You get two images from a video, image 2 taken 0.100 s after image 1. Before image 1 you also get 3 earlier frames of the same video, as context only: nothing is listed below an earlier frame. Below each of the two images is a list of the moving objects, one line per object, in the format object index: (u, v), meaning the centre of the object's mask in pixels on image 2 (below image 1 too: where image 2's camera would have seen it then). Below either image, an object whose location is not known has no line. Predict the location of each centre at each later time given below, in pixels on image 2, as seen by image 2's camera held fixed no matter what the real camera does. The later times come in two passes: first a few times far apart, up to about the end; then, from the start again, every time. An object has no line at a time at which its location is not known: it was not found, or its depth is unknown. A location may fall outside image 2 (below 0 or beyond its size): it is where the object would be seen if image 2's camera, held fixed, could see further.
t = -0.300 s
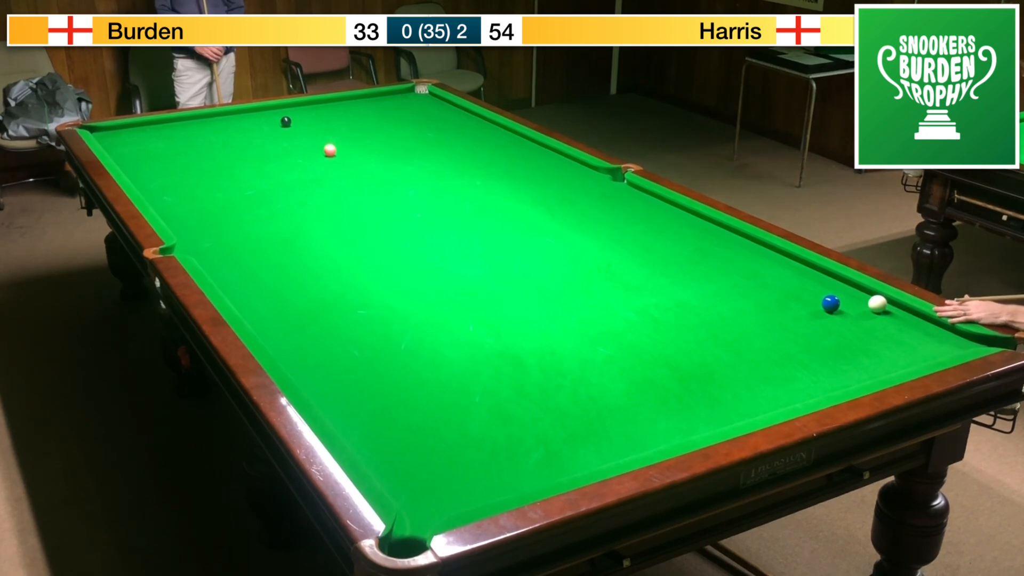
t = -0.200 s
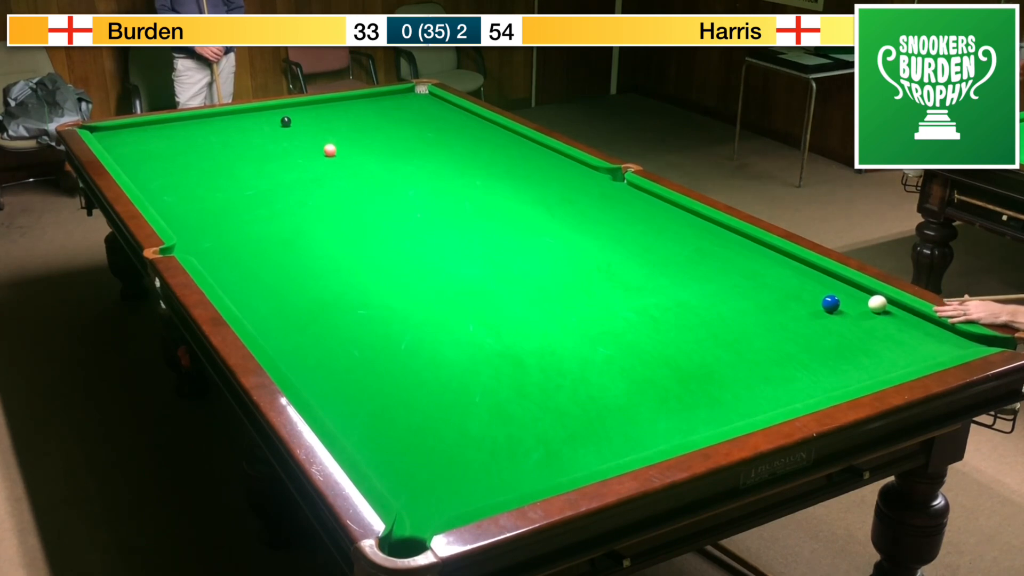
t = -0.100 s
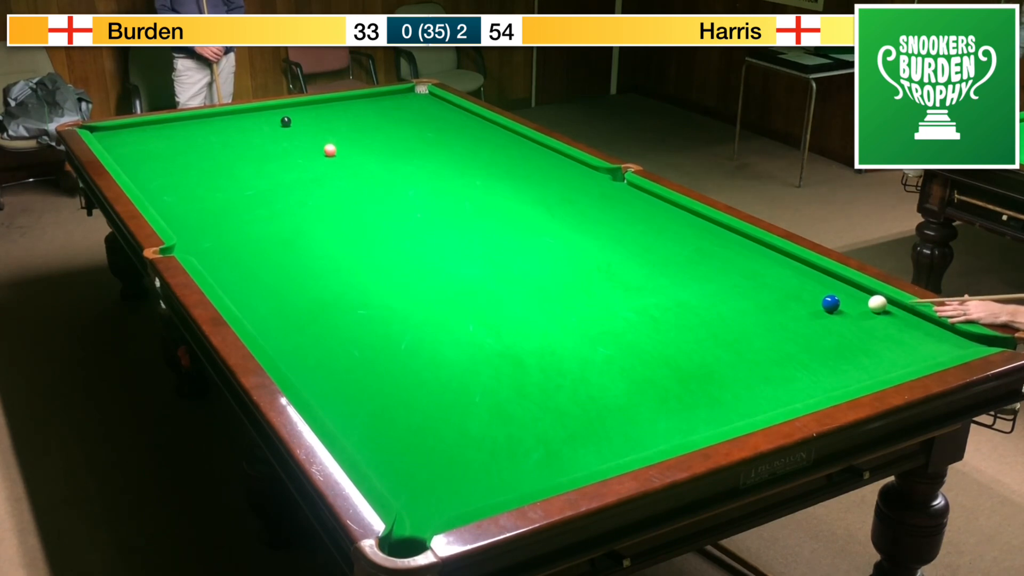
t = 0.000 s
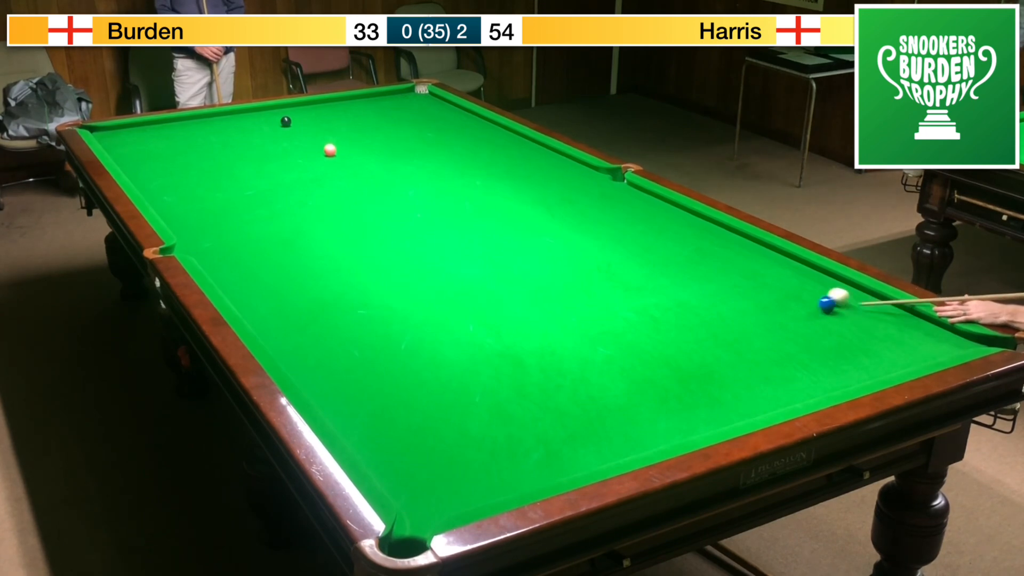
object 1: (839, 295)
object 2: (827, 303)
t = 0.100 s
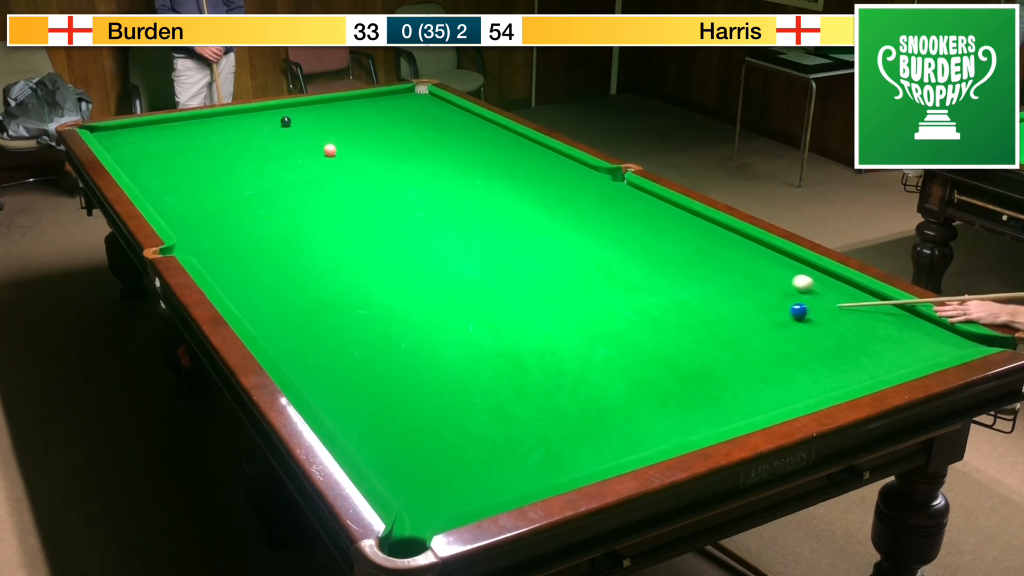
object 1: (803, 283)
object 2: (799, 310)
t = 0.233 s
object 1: (758, 268)
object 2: (767, 318)
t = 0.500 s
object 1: (678, 242)
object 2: (705, 333)
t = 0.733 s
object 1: (617, 222)
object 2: (650, 346)
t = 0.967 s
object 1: (564, 205)
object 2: (595, 359)
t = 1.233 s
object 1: (509, 187)
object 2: (532, 374)
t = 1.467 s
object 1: (467, 173)
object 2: (478, 386)
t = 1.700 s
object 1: (429, 161)
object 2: (423, 400)
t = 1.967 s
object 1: (389, 148)
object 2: (360, 416)
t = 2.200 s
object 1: (358, 138)
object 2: (357, 415)
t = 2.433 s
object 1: (329, 128)
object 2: (387, 407)
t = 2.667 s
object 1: (302, 120)
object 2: (413, 399)
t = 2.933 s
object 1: (274, 111)
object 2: (440, 391)
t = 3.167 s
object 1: (265, 111)
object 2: (459, 385)
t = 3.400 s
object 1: (266, 118)
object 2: (477, 379)
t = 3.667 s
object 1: (267, 125)
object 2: (493, 374)
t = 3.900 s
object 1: (268, 131)
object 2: (504, 370)
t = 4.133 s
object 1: (269, 138)
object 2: (513, 366)
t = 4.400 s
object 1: (270, 144)
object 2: (521, 363)
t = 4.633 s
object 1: (271, 150)
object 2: (525, 361)
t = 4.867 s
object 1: (271, 155)
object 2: (528, 361)
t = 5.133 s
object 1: (271, 161)
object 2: (529, 360)
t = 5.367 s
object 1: (271, 166)
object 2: (529, 360)
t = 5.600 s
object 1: (271, 171)
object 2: (529, 360)
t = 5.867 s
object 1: (271, 175)
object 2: (529, 360)
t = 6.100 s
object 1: (270, 178)
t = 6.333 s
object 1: (270, 182)
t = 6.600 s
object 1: (269, 184)
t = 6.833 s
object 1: (268, 186)
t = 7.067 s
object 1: (267, 188)
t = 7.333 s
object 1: (265, 189)
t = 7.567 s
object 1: (264, 190)
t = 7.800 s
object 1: (265, 190)
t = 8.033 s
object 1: (265, 190)
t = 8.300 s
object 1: (265, 190)
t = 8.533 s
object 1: (265, 190)
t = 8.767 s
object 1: (265, 190)
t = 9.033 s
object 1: (265, 190)
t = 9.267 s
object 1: (265, 190)
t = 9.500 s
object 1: (265, 190)
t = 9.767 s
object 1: (265, 190)
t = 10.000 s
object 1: (265, 189)
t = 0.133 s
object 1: (791, 279)
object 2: (791, 312)
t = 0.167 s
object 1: (780, 275)
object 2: (782, 314)
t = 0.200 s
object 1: (769, 272)
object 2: (775, 316)
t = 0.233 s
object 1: (758, 268)
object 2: (767, 318)
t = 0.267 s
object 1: (747, 264)
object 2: (760, 320)
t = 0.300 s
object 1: (737, 261)
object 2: (752, 322)
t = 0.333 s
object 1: (726, 258)
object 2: (744, 324)
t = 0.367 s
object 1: (716, 254)
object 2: (736, 326)
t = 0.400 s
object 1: (707, 251)
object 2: (728, 327)
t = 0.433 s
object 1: (697, 248)
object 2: (720, 329)
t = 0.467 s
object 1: (687, 245)
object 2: (713, 331)
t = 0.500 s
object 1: (678, 242)
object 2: (705, 333)
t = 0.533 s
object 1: (669, 239)
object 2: (697, 335)
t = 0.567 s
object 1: (660, 236)
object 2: (689, 337)
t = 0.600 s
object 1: (651, 233)
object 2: (681, 338)
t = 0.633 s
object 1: (642, 230)
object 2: (674, 340)
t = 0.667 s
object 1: (634, 227)
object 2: (666, 342)
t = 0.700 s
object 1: (625, 225)
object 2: (658, 344)
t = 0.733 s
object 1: (617, 222)
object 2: (650, 346)
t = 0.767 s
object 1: (609, 219)
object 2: (642, 348)
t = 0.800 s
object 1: (601, 217)
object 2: (634, 350)
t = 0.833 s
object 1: (593, 215)
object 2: (626, 352)
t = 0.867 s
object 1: (586, 212)
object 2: (619, 354)
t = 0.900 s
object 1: (578, 210)
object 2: (611, 355)
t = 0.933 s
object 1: (571, 207)
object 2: (603, 357)
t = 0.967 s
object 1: (564, 205)
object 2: (595, 359)
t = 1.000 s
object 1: (556, 202)
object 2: (587, 361)
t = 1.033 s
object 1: (549, 200)
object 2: (579, 363)
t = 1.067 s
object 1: (542, 198)
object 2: (571, 365)
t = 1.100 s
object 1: (536, 196)
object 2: (563, 367)
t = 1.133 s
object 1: (529, 194)
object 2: (555, 369)
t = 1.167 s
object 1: (522, 191)
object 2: (548, 370)
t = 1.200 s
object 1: (516, 190)
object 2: (540, 372)
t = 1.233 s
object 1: (509, 187)
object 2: (532, 374)
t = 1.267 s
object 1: (503, 185)
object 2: (524, 377)
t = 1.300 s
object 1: (497, 183)
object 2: (516, 378)
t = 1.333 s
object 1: (491, 181)
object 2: (509, 379)
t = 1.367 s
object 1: (485, 179)
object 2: (501, 381)
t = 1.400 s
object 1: (479, 177)
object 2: (493, 384)
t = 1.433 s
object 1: (473, 175)
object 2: (485, 385)
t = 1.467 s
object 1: (467, 173)
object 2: (478, 386)
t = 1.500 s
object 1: (461, 171)
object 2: (470, 389)
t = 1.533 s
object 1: (456, 170)
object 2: (462, 391)
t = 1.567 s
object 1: (450, 168)
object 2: (454, 393)
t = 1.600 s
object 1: (445, 166)
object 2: (446, 395)
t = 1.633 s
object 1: (439, 165)
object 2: (439, 397)
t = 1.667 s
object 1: (434, 163)
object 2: (431, 399)
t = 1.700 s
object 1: (429, 161)
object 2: (423, 400)
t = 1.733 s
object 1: (424, 159)
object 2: (415, 402)
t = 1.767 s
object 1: (418, 158)
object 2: (407, 404)
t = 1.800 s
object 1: (414, 156)
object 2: (399, 406)
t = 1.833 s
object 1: (409, 154)
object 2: (391, 408)
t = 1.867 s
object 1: (404, 153)
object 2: (384, 410)
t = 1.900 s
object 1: (399, 151)
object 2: (376, 412)
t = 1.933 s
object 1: (394, 149)
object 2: (368, 414)
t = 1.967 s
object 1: (389, 148)
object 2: (360, 416)
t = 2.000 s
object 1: (385, 146)
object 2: (352, 417)
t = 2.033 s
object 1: (380, 145)
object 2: (345, 419)
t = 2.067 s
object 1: (375, 143)
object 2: (338, 420)
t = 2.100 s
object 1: (371, 142)
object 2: (343, 419)
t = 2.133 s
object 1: (366, 141)
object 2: (348, 418)
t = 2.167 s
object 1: (362, 139)
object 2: (353, 417)
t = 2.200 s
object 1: (358, 138)
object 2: (357, 415)
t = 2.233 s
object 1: (354, 136)
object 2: (362, 414)
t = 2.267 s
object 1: (349, 135)
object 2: (366, 413)
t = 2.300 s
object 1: (345, 134)
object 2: (371, 411)
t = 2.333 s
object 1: (341, 132)
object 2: (375, 410)
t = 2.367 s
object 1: (337, 131)
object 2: (379, 409)
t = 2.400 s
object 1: (333, 130)
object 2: (383, 408)
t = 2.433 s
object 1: (329, 128)
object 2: (387, 407)
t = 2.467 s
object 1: (325, 127)
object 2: (391, 406)
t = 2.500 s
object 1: (321, 126)
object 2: (395, 404)
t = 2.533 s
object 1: (317, 125)
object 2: (399, 403)
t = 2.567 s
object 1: (313, 123)
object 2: (402, 402)
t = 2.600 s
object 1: (309, 122)
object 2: (406, 401)
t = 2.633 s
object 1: (306, 121)
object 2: (410, 400)
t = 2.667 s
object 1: (302, 120)
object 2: (413, 399)
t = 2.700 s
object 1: (298, 119)
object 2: (417, 398)
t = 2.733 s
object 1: (295, 118)
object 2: (420, 397)
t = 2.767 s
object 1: (292, 116)
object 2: (424, 396)
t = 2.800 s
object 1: (288, 114)
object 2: (427, 395)
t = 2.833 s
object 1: (284, 113)
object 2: (430, 394)
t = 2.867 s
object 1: (281, 113)
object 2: (433, 393)
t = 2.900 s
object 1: (278, 112)
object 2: (436, 392)
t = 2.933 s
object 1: (274, 111)
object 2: (440, 391)
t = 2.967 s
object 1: (271, 110)
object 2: (443, 390)
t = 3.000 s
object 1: (268, 109)
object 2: (446, 389)
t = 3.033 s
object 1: (265, 108)
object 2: (448, 388)
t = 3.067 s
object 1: (264, 108)
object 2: (451, 387)
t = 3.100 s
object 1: (264, 109)
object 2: (454, 386)
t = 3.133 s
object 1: (265, 110)
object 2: (457, 386)
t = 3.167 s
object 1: (265, 111)
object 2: (459, 385)
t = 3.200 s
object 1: (265, 112)
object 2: (462, 384)
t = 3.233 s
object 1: (265, 113)
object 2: (465, 383)
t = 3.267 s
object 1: (266, 114)
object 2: (467, 382)
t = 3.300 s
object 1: (266, 115)
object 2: (470, 381)
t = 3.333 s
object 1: (266, 116)
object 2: (472, 381)
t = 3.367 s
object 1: (266, 117)
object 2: (474, 380)
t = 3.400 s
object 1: (266, 118)
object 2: (477, 379)
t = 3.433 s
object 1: (266, 119)
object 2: (479, 379)
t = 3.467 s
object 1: (267, 120)
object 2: (481, 378)
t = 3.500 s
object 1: (267, 121)
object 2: (483, 378)
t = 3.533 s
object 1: (267, 122)
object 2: (485, 377)
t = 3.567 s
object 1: (267, 122)
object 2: (487, 376)
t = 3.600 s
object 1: (267, 123)
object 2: (489, 375)
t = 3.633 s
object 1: (267, 124)
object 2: (491, 374)
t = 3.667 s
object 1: (267, 125)
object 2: (493, 374)
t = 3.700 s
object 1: (268, 126)
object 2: (495, 373)
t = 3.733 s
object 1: (268, 127)
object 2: (496, 373)
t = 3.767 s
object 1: (268, 128)
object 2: (498, 372)
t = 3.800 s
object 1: (268, 129)
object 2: (500, 371)
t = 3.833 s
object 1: (268, 130)
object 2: (502, 371)
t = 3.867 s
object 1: (268, 130)
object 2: (503, 370)
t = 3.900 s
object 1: (268, 131)
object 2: (504, 370)
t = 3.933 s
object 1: (269, 132)
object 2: (506, 370)
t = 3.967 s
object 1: (269, 133)
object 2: (507, 369)
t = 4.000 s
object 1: (269, 134)
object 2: (509, 369)
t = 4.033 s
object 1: (269, 135)
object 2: (510, 368)
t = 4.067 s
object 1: (269, 136)
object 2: (511, 368)
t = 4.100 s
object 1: (269, 137)
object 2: (512, 367)
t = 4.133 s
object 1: (269, 138)
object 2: (513, 366)
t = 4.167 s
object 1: (270, 138)
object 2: (515, 366)
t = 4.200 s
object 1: (270, 139)
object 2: (516, 365)
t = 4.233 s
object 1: (270, 140)
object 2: (517, 365)
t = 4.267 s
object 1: (270, 141)
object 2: (517, 365)
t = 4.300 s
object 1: (270, 142)
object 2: (519, 364)
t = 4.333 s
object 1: (270, 143)
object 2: (519, 364)
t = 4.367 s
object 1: (270, 144)
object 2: (520, 364)
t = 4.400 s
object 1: (270, 144)
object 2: (521, 363)
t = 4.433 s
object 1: (270, 145)
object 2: (522, 363)
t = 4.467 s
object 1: (270, 146)
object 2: (522, 363)
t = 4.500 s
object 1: (270, 147)
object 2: (523, 363)
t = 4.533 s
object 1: (270, 148)
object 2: (523, 362)
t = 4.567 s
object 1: (270, 148)
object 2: (524, 362)
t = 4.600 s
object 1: (270, 149)
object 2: (525, 362)
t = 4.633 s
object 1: (271, 150)
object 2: (525, 361)
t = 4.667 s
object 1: (270, 151)
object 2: (525, 361)
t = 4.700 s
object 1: (271, 152)
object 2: (526, 361)
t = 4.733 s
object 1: (271, 152)
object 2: (526, 361)
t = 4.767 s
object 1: (271, 153)
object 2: (527, 361)
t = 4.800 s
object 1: (271, 154)
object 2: (527, 361)
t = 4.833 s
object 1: (271, 155)
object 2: (527, 361)
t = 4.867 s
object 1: (271, 155)
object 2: (528, 361)
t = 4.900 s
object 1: (271, 156)
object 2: (528, 361)
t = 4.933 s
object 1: (271, 157)
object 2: (528, 360)
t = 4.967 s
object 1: (271, 158)
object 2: (528, 360)
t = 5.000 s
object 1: (271, 158)
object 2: (529, 360)
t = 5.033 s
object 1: (271, 159)
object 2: (529, 360)
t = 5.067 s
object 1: (271, 160)
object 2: (529, 360)
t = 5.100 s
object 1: (271, 161)
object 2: (529, 360)
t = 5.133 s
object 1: (271, 161)
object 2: (529, 360)
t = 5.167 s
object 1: (271, 162)
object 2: (529, 360)
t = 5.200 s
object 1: (271, 163)
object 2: (529, 360)
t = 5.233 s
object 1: (271, 163)
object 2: (529, 360)
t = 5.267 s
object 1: (271, 164)
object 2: (529, 360)
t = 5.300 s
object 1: (271, 165)
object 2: (529, 360)
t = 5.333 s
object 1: (271, 165)
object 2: (529, 360)
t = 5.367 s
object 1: (271, 166)
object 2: (529, 360)
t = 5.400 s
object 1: (271, 167)
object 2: (529, 360)
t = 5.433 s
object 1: (271, 167)
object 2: (529, 360)
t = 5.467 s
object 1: (271, 168)
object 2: (529, 360)
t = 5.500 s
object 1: (271, 169)
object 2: (529, 360)
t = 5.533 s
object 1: (271, 169)
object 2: (529, 360)
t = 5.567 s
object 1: (271, 170)
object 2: (529, 360)
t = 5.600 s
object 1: (271, 171)
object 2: (529, 360)
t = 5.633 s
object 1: (271, 171)
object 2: (529, 360)
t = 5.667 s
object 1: (271, 172)
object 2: (529, 360)
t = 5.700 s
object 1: (271, 172)
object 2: (529, 360)
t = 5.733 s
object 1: (271, 173)
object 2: (529, 360)
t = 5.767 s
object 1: (271, 173)
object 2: (529, 360)
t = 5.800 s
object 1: (271, 174)
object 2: (529, 360)
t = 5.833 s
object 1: (271, 174)
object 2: (529, 360)
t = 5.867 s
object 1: (271, 175)
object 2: (529, 360)
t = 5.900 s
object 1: (271, 176)
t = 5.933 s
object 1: (270, 176)
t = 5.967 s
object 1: (270, 177)
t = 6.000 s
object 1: (270, 177)
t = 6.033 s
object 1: (270, 178)
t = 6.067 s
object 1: (270, 178)
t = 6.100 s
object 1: (270, 178)
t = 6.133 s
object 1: (270, 179)
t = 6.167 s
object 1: (270, 179)
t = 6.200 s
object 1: (270, 180)
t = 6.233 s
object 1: (270, 180)
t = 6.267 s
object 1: (270, 181)
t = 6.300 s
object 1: (270, 181)
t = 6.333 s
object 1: (270, 182)
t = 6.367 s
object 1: (270, 182)
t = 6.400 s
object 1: (269, 182)
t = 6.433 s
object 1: (269, 183)
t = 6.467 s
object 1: (269, 183)
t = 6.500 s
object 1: (269, 184)
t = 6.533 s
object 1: (269, 184)
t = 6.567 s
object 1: (269, 184)
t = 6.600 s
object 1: (269, 184)
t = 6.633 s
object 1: (269, 185)
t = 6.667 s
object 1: (269, 185)
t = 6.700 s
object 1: (268, 185)
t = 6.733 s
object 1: (268, 186)
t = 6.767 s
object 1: (268, 186)
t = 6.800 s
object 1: (268, 186)
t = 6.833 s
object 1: (268, 186)
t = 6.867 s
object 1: (268, 187)
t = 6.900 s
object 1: (268, 187)
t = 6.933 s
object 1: (268, 187)
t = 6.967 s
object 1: (267, 187)
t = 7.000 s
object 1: (267, 188)
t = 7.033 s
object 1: (267, 188)
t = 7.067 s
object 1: (267, 188)
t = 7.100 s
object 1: (267, 188)
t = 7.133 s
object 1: (266, 188)
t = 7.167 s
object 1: (266, 189)
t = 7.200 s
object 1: (266, 189)
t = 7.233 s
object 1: (266, 189)
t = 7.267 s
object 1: (265, 189)
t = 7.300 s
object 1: (265, 189)
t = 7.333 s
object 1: (265, 189)
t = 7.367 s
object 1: (265, 189)
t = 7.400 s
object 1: (265, 190)
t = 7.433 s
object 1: (265, 190)
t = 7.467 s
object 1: (265, 190)
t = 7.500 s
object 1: (265, 190)
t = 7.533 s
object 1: (265, 190)
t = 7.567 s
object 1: (264, 190)
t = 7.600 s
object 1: (265, 190)
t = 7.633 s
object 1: (264, 190)
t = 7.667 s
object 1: (265, 190)
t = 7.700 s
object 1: (265, 190)
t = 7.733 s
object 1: (265, 190)
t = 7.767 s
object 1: (265, 190)
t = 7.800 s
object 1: (265, 190)
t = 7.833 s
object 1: (265, 190)
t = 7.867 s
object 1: (265, 190)
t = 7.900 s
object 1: (265, 190)
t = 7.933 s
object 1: (265, 190)
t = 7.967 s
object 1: (265, 190)
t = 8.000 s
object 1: (265, 190)
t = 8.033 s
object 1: (265, 190)
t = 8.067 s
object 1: (265, 190)
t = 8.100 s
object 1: (265, 190)
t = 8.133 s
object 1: (265, 190)
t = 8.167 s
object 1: (265, 190)
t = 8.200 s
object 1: (265, 190)
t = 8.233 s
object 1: (265, 190)
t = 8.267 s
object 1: (265, 190)
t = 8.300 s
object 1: (265, 190)
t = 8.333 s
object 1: (265, 190)
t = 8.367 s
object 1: (265, 190)
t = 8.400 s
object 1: (265, 190)
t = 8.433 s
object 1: (265, 190)
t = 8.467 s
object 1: (265, 190)
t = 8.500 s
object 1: (265, 190)
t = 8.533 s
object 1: (265, 190)
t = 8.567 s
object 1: (265, 190)
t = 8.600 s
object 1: (265, 190)
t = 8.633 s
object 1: (265, 190)
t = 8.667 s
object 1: (265, 190)
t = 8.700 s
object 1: (265, 190)
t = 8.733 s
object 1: (265, 190)
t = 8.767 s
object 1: (265, 190)
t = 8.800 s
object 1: (265, 190)
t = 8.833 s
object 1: (265, 190)
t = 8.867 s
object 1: (265, 190)
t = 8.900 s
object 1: (265, 190)
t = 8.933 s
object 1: (265, 190)
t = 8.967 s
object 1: (265, 190)
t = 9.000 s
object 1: (265, 190)
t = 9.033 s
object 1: (265, 190)
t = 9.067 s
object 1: (265, 190)
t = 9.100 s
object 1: (265, 190)
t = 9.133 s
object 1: (265, 190)
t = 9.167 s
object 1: (265, 190)
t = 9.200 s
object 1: (265, 190)
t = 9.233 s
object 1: (265, 190)
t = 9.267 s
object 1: (265, 190)
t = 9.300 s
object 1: (265, 190)
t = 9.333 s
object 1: (265, 190)
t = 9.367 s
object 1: (265, 190)
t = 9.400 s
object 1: (265, 190)
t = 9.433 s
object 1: (265, 190)
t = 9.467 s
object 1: (265, 190)
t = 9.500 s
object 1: (265, 190)
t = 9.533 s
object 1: (265, 190)
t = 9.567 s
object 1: (265, 190)
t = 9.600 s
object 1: (265, 190)
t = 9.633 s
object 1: (265, 190)
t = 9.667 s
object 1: (265, 190)
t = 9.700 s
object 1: (265, 190)
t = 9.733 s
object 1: (265, 190)
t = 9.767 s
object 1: (265, 190)
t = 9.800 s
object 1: (265, 190)
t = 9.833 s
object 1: (265, 189)
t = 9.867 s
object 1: (265, 189)
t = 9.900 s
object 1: (265, 189)
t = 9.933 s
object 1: (265, 189)
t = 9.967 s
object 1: (265, 189)
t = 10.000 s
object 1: (265, 189)
